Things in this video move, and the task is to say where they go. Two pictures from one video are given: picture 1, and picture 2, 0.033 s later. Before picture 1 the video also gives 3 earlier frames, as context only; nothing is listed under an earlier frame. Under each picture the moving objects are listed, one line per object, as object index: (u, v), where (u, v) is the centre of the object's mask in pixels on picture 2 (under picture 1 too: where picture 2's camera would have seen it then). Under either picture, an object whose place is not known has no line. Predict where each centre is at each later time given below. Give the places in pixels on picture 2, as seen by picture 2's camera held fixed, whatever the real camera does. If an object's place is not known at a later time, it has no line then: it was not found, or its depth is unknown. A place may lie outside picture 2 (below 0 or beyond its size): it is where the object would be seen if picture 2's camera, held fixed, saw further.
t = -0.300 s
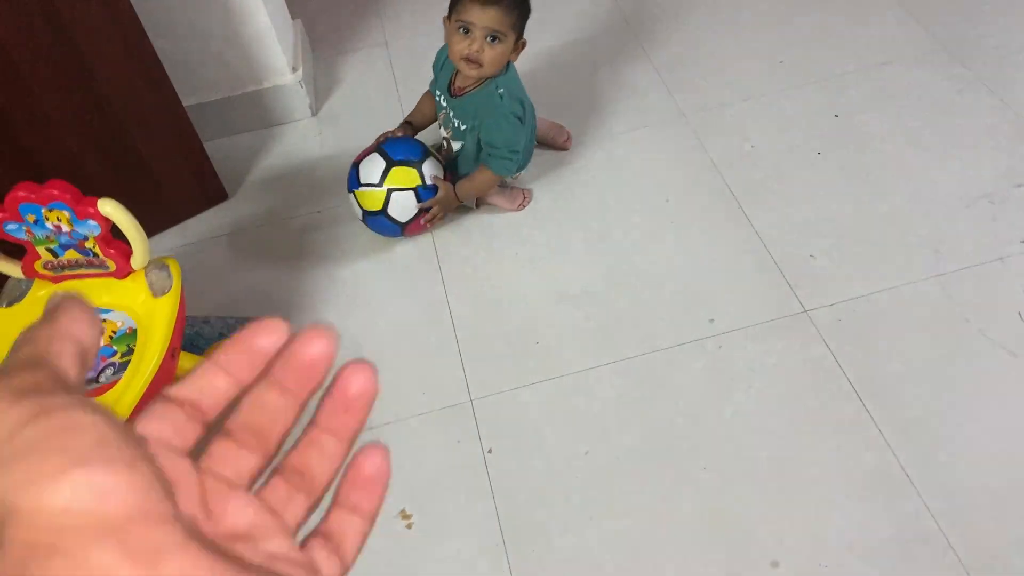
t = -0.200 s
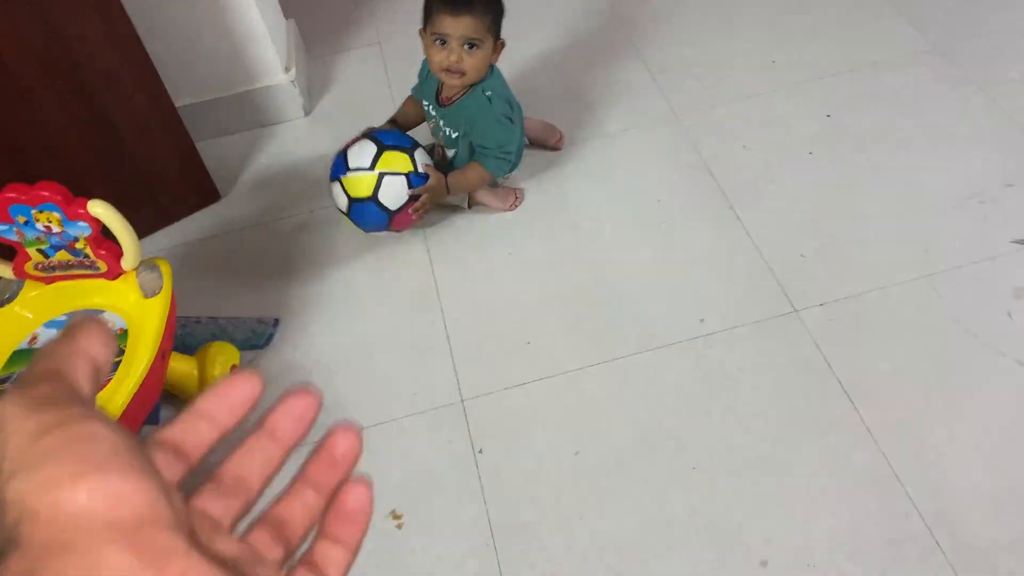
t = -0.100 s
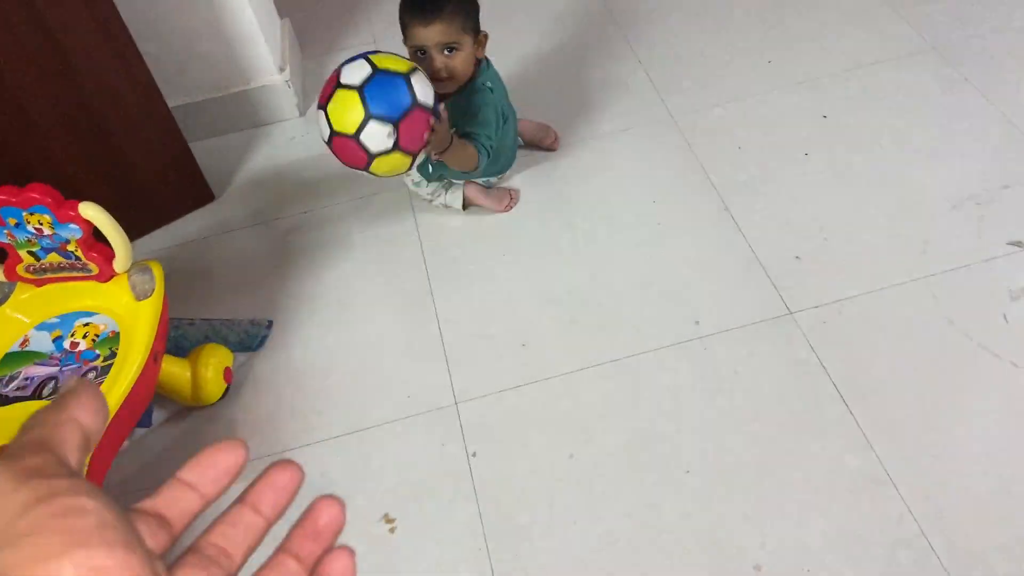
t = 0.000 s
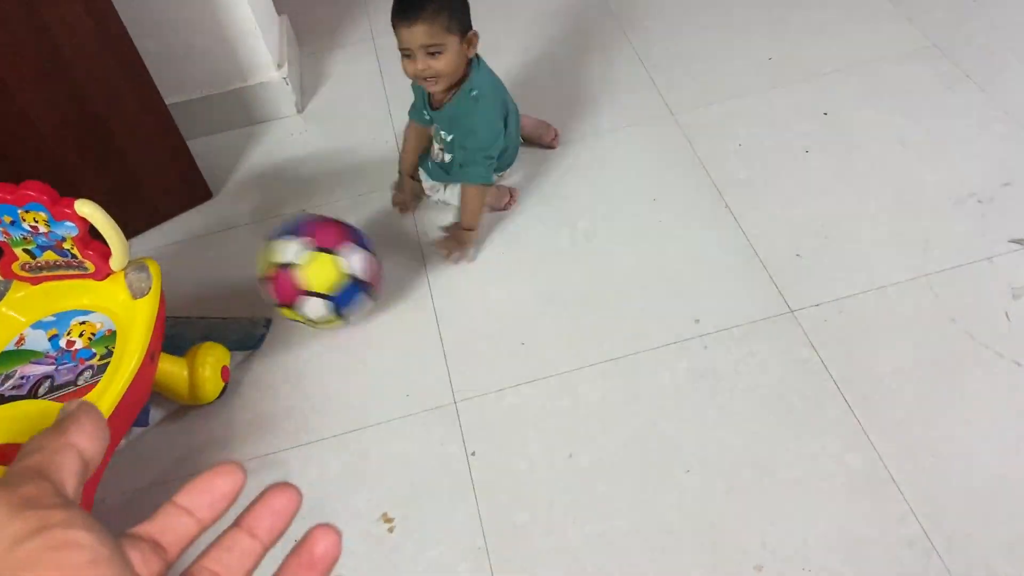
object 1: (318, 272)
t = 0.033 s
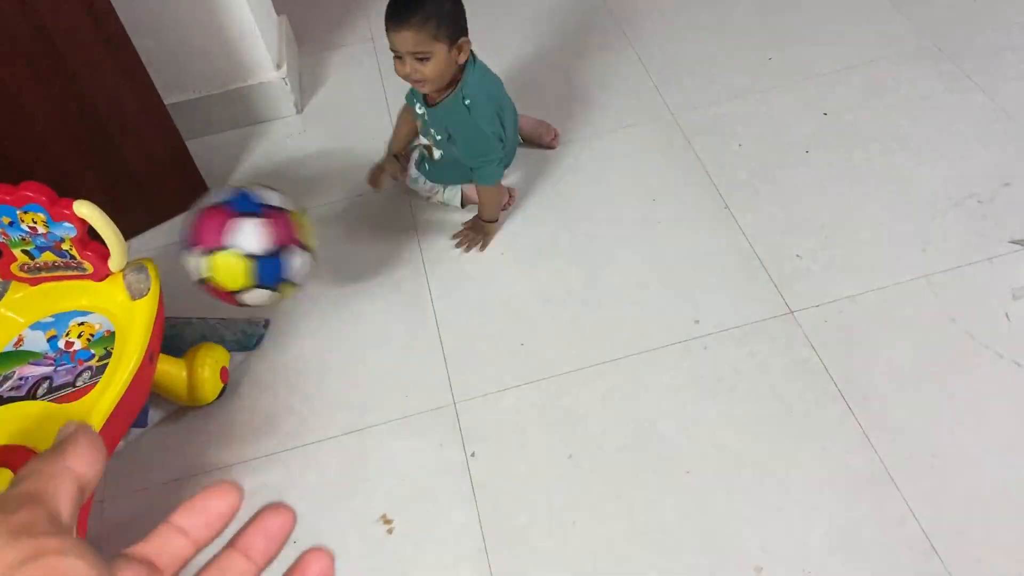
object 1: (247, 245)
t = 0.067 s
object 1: (189, 231)
